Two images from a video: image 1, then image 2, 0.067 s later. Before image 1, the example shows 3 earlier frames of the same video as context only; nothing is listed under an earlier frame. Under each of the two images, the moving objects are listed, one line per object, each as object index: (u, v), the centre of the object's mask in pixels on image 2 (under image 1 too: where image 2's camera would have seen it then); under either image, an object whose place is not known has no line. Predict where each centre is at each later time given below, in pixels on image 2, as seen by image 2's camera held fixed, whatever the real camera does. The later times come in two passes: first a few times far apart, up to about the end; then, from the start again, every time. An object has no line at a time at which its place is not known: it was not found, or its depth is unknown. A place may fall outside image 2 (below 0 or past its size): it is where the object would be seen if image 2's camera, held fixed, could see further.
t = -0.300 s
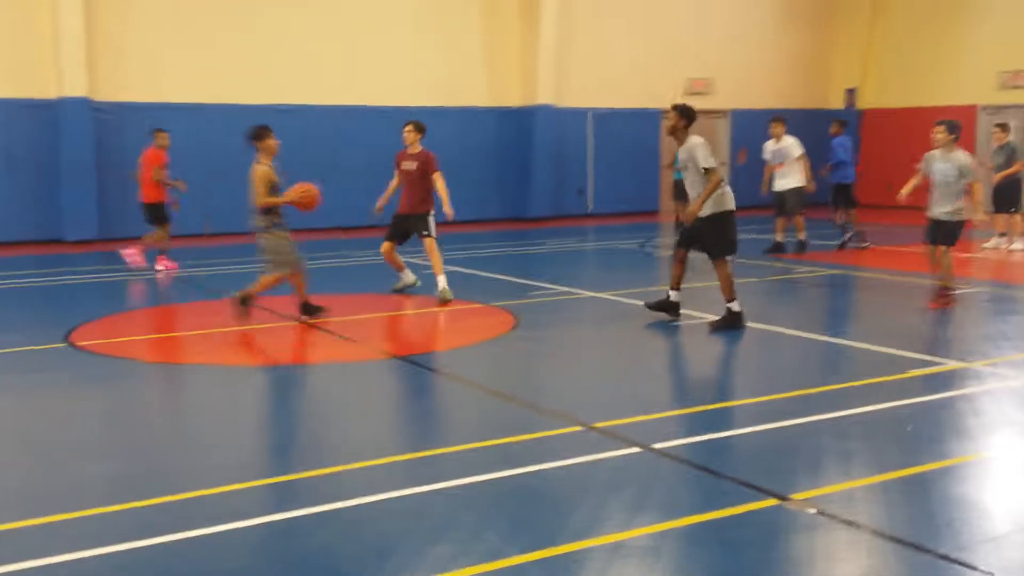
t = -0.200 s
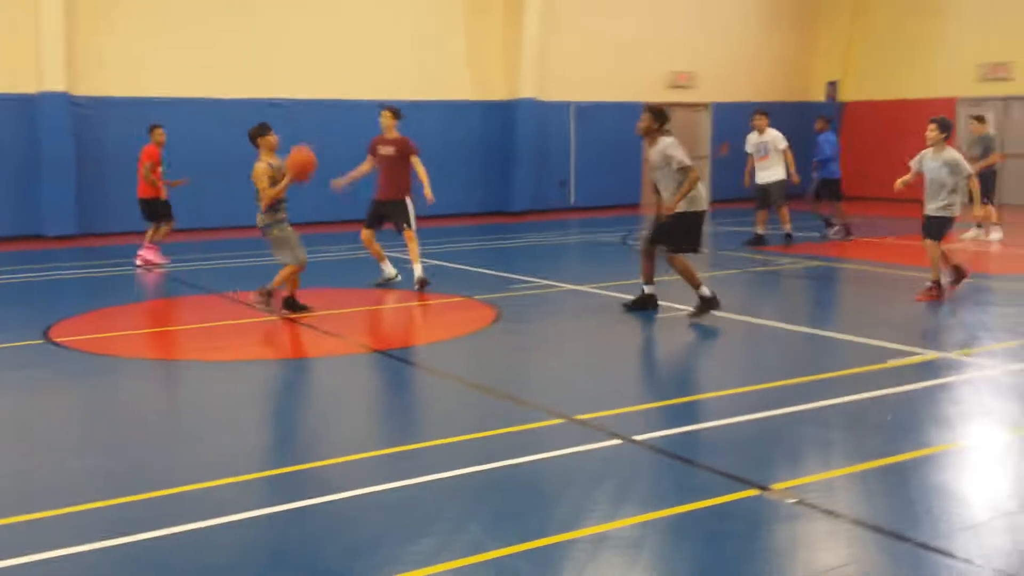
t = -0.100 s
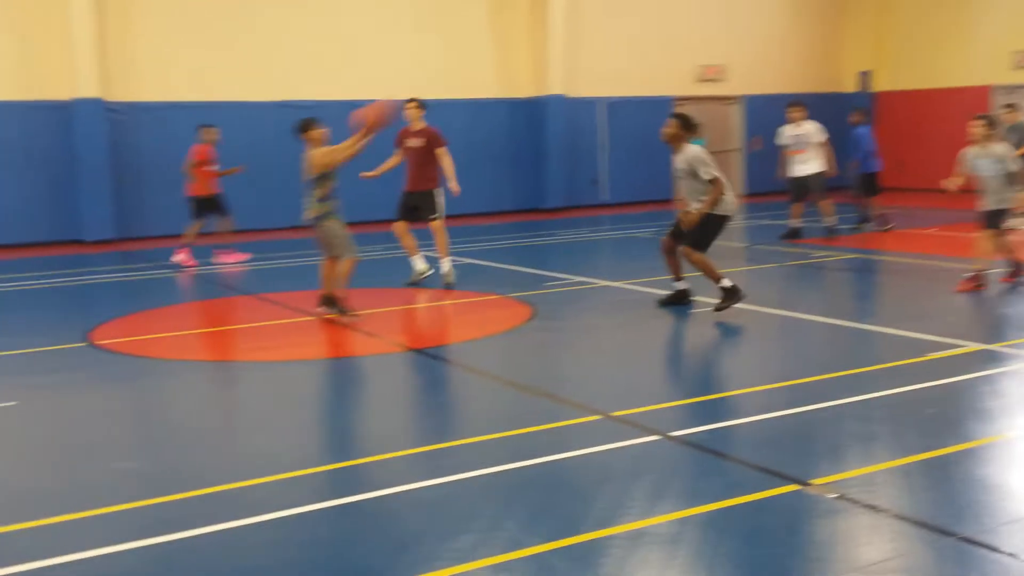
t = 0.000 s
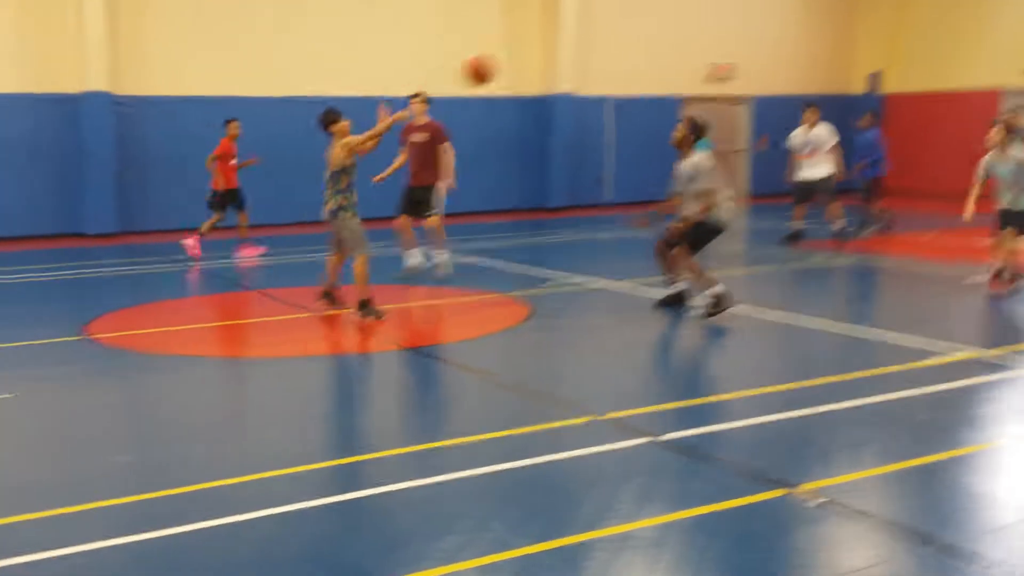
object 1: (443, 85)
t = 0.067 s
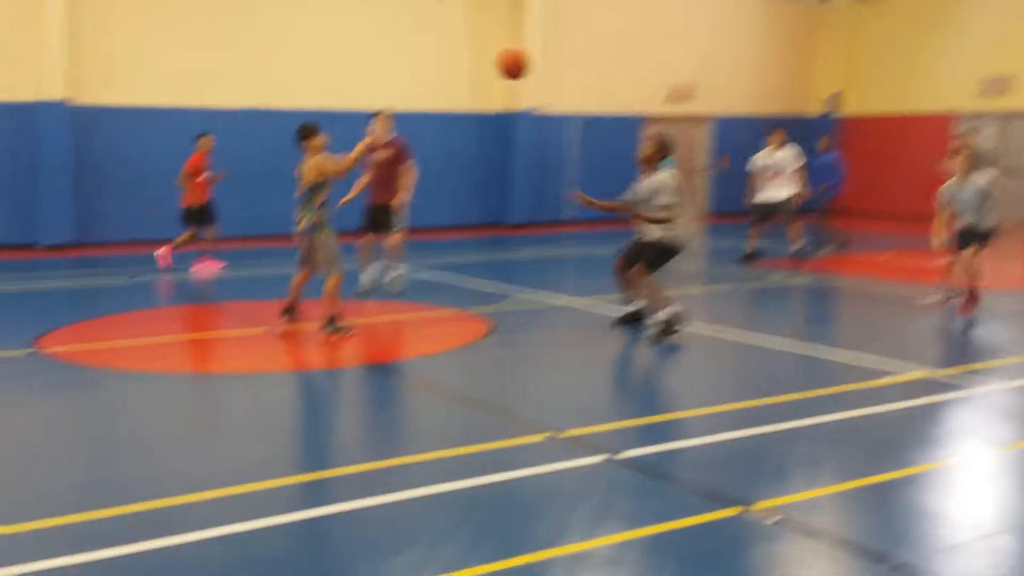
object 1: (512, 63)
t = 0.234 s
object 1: (698, 34)
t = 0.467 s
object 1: (971, 43)
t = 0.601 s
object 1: (1159, 84)
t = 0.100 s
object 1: (547, 54)
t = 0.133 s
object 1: (584, 47)
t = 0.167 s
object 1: (622, 41)
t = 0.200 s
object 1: (659, 37)
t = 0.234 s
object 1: (698, 34)
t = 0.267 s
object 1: (735, 31)
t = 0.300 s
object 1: (777, 30)
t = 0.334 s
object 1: (814, 28)
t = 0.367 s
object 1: (850, 30)
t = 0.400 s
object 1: (889, 33)
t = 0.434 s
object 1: (927, 37)
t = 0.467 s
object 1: (971, 43)
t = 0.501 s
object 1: (1014, 48)
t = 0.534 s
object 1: (1060, 56)
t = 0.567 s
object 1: (1112, 72)
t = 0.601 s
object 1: (1159, 84)
